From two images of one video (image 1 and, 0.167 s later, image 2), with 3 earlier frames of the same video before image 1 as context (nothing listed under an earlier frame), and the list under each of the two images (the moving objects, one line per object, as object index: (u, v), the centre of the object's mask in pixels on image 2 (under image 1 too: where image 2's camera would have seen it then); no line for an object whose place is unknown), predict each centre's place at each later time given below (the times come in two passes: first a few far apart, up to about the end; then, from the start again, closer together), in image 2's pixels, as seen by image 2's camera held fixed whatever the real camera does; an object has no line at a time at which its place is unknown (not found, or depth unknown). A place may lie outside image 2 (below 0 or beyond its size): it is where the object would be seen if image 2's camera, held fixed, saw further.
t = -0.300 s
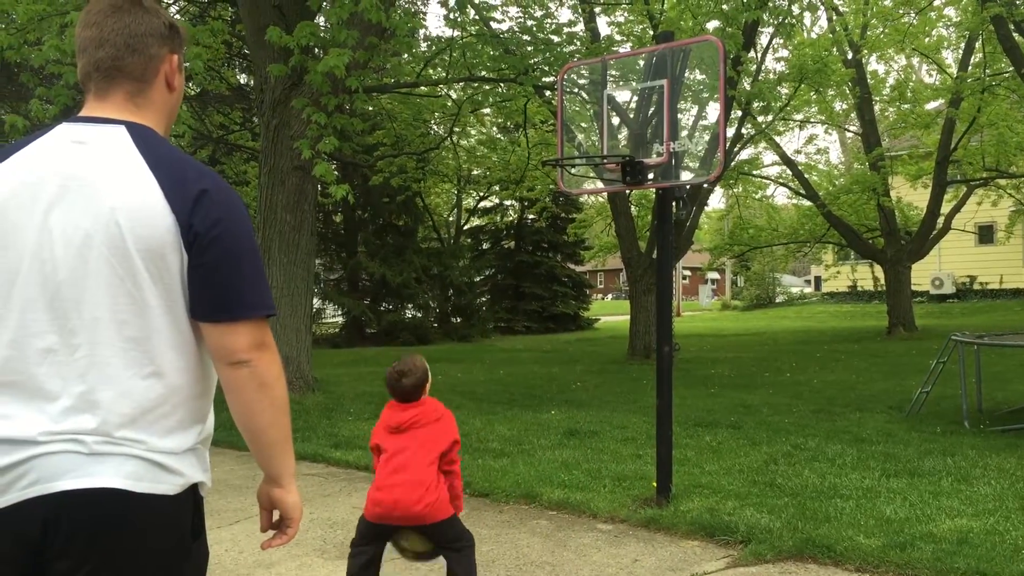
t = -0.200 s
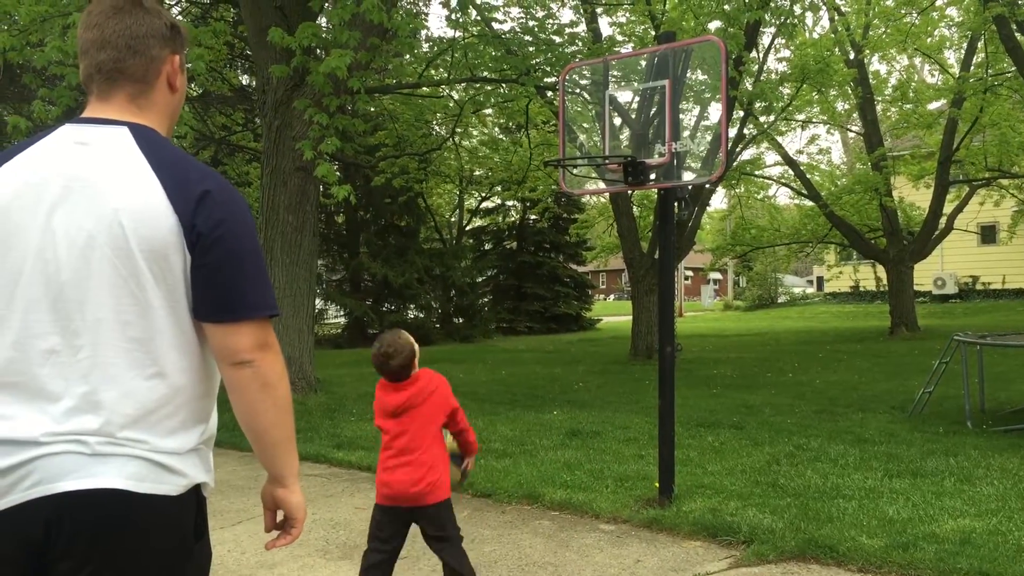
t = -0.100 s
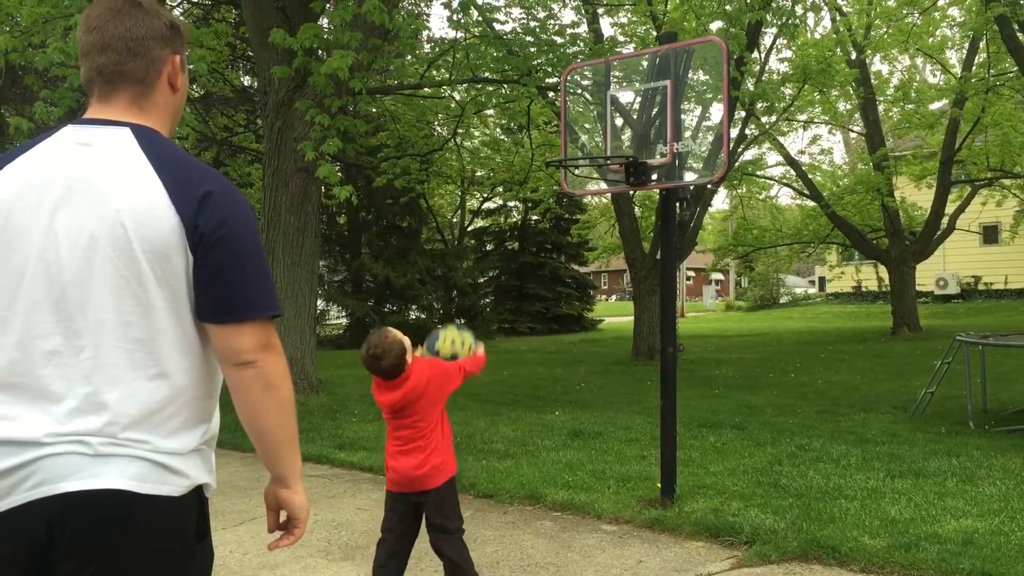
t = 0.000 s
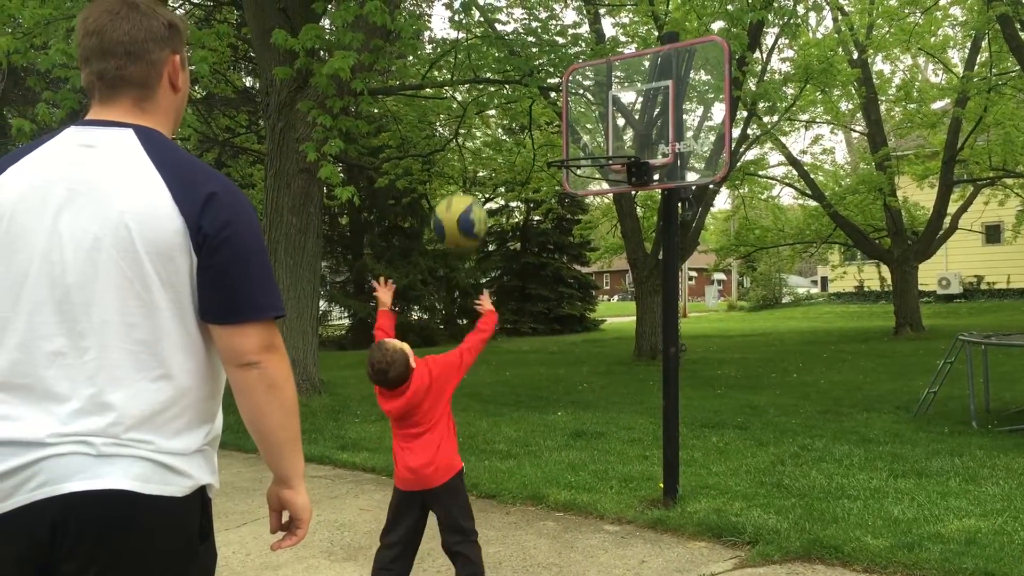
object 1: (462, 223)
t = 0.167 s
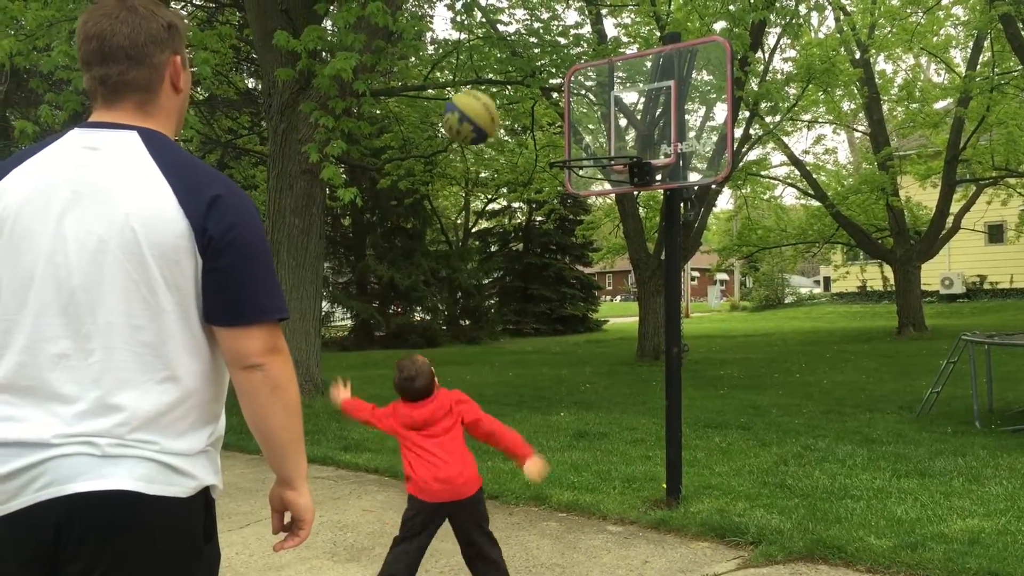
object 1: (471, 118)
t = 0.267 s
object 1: (475, 87)
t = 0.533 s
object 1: (485, 95)
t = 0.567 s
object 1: (487, 107)
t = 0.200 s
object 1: (472, 105)
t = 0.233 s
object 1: (474, 94)
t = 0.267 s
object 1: (475, 87)
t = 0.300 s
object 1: (476, 81)
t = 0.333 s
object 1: (477, 77)
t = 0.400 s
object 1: (479, 76)
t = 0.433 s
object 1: (480, 77)
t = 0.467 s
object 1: (482, 81)
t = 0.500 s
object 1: (483, 87)
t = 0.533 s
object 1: (485, 95)
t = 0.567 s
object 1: (487, 107)
